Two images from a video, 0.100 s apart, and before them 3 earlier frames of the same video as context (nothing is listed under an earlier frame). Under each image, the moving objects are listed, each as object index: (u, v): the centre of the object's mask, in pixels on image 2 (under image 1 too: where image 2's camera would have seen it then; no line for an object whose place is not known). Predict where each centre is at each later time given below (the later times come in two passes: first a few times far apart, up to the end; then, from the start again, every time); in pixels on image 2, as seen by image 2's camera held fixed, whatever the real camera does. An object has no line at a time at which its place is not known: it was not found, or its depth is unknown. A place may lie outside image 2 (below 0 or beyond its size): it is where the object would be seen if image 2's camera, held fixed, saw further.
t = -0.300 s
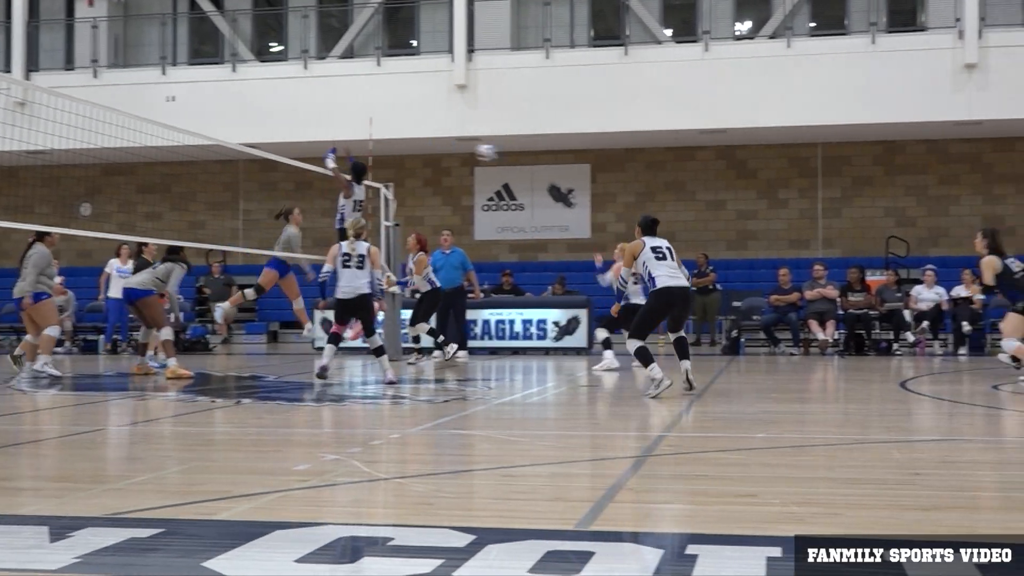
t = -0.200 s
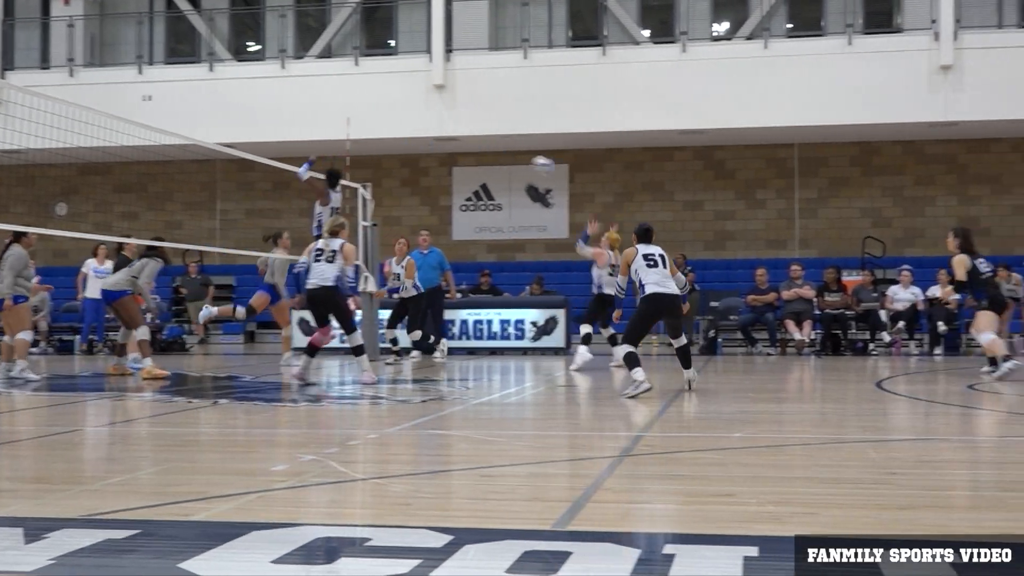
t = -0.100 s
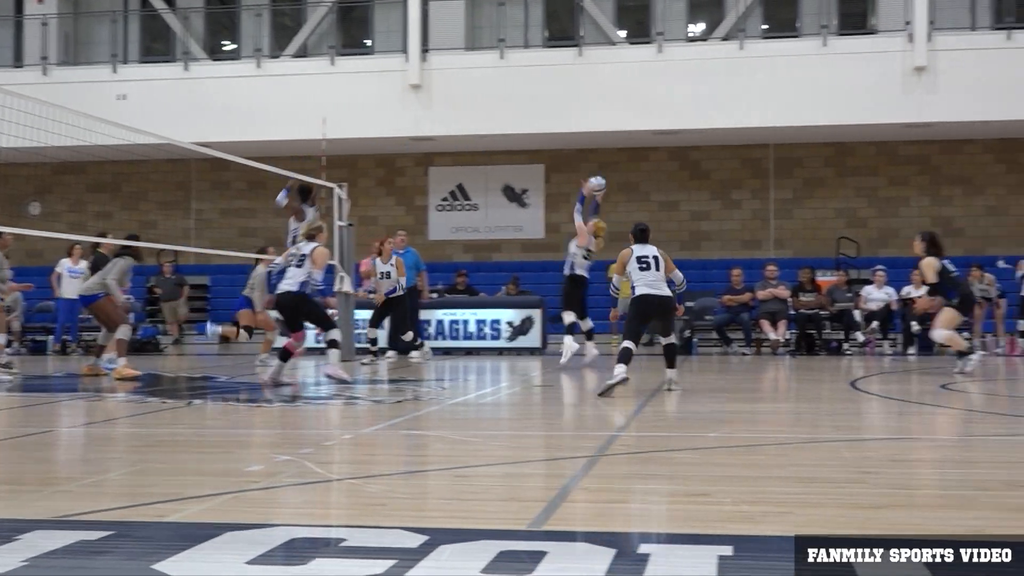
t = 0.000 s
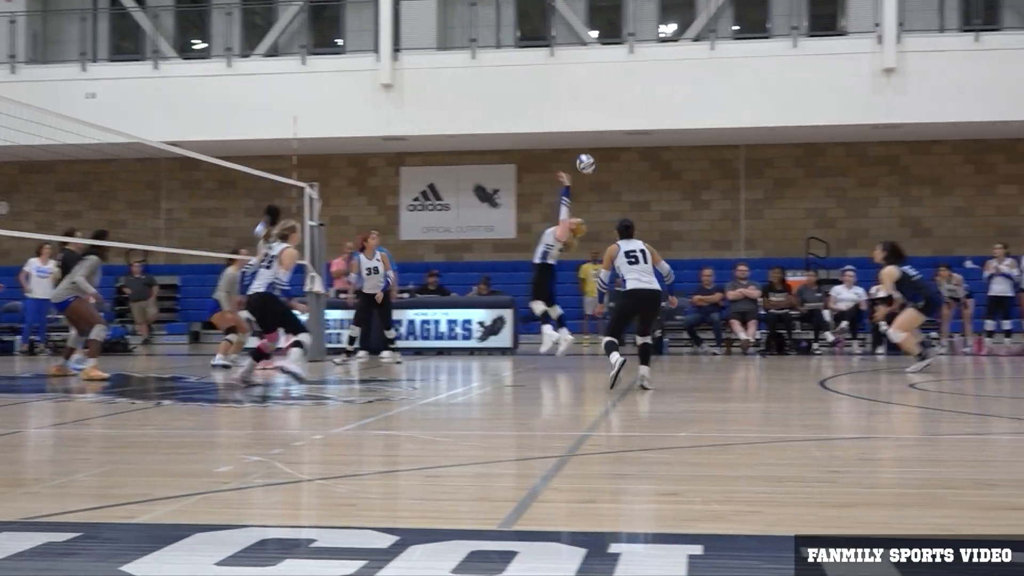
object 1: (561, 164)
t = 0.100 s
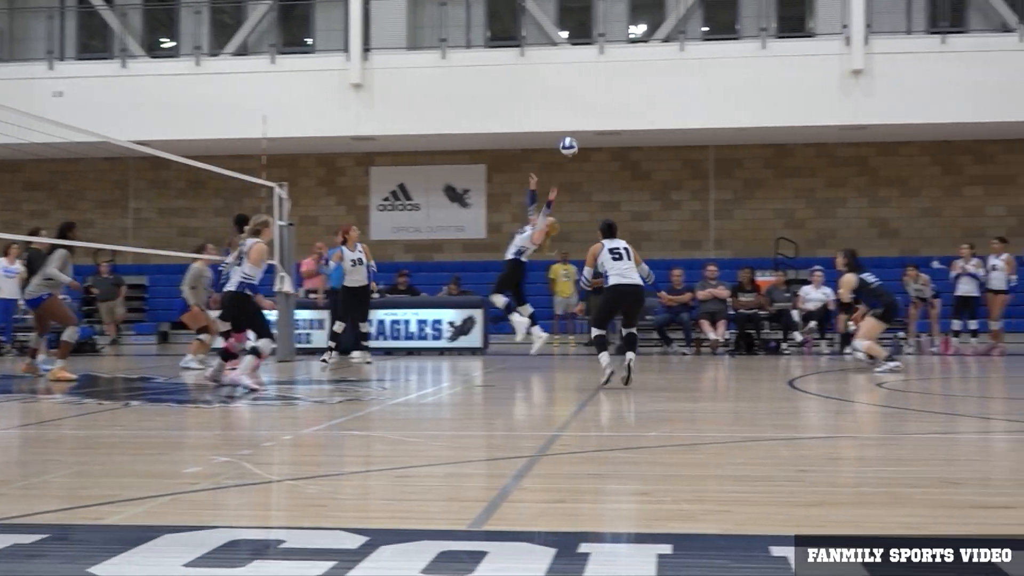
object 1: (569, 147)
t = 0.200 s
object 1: (578, 137)
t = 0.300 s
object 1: (588, 137)
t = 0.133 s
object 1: (572, 143)
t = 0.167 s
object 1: (574, 140)
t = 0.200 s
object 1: (578, 137)
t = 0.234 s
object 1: (581, 136)
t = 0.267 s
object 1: (585, 135)
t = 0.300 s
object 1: (588, 137)
